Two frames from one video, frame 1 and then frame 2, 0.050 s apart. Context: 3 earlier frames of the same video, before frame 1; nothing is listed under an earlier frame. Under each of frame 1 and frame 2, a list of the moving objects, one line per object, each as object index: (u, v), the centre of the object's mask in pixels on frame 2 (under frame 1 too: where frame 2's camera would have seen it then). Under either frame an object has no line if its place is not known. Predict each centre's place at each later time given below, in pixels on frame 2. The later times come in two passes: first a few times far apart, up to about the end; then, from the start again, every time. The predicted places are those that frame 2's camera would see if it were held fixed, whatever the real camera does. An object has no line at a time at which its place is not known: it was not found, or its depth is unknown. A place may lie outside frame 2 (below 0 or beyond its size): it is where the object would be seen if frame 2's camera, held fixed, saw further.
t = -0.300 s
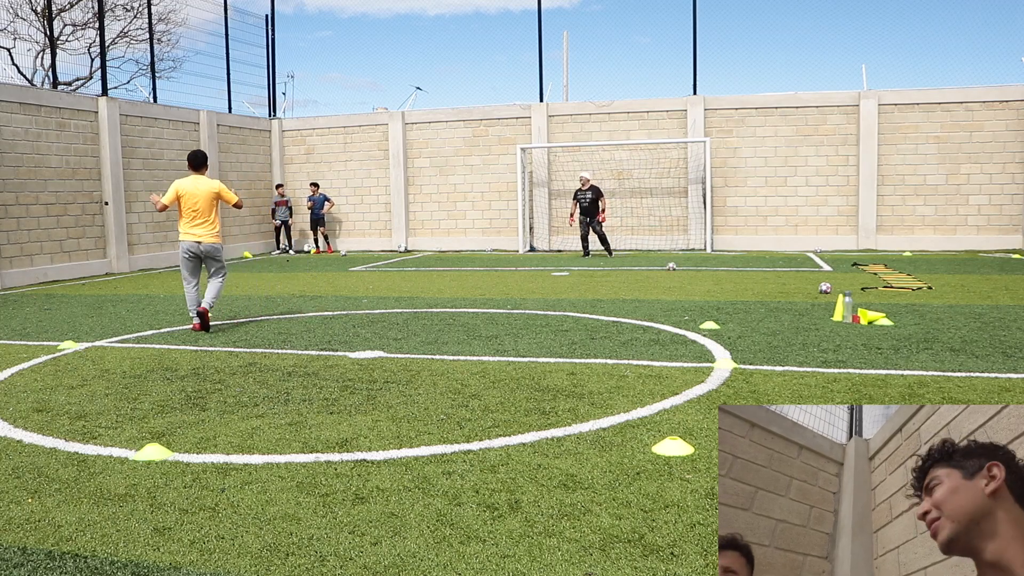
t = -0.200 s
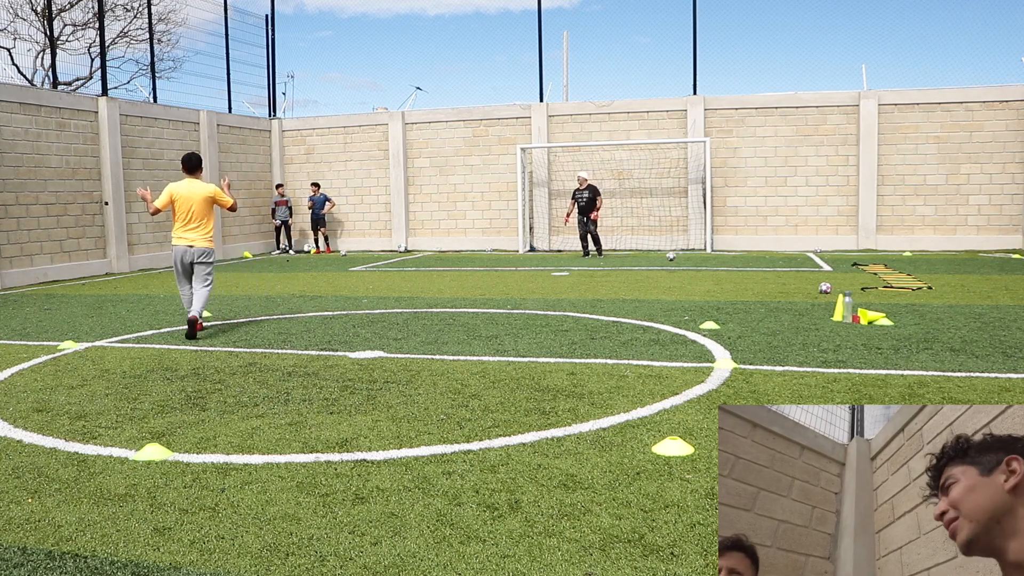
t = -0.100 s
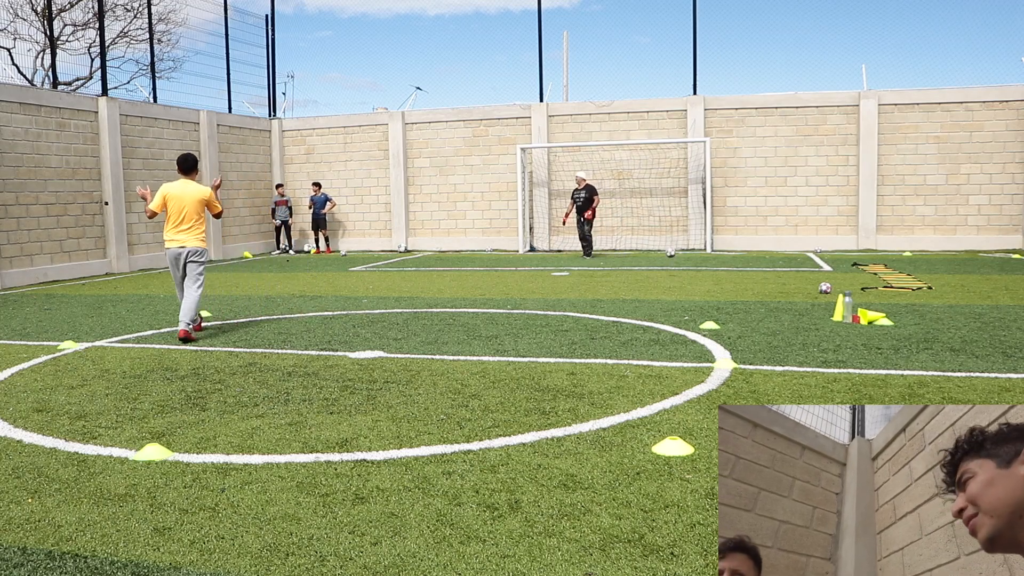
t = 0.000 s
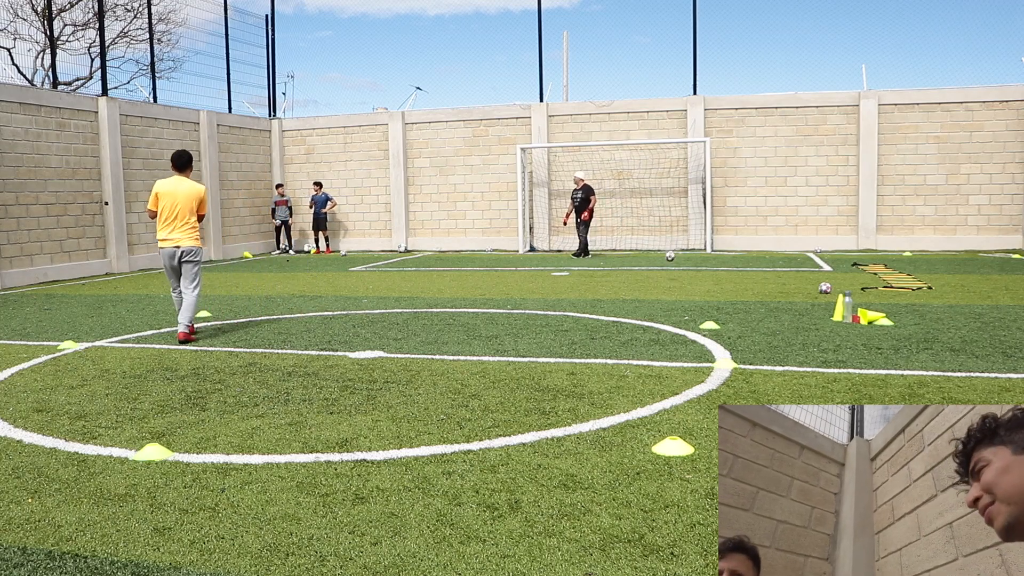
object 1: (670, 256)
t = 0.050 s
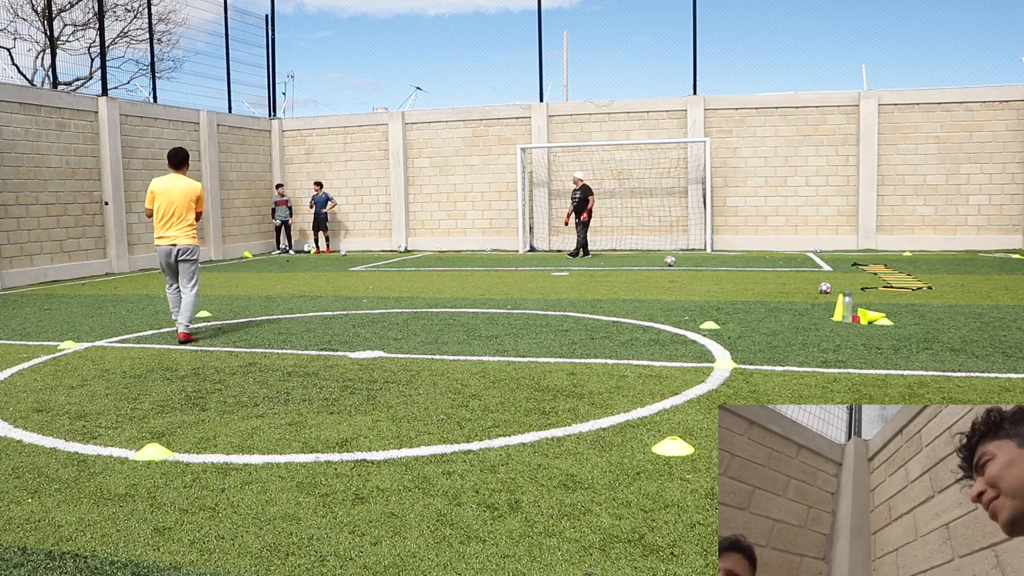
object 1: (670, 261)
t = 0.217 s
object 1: (669, 282)
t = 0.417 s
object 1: (669, 273)
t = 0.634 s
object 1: (669, 309)
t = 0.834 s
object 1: (668, 309)
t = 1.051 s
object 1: (666, 332)
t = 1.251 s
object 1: (663, 361)
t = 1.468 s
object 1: (662, 391)
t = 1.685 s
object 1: (657, 431)
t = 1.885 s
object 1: (647, 493)
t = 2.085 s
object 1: (628, 563)
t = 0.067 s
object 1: (670, 263)
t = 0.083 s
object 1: (670, 265)
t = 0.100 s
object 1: (670, 268)
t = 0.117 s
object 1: (670, 271)
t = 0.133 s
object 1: (669, 274)
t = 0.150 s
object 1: (669, 278)
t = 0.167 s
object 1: (669, 281)
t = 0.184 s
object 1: (669, 285)
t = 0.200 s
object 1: (669, 285)
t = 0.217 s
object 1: (669, 282)
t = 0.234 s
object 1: (669, 280)
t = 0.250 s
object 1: (669, 278)
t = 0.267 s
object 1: (669, 277)
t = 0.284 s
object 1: (669, 275)
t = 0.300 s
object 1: (669, 275)
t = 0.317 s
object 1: (669, 274)
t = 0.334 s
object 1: (669, 273)
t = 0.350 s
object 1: (669, 272)
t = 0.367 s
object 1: (669, 272)
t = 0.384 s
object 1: (669, 272)
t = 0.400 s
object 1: (669, 273)
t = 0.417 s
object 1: (669, 273)
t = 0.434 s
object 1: (669, 274)
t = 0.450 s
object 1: (669, 275)
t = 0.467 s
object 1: (669, 277)
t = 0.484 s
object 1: (669, 279)
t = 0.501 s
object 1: (669, 281)
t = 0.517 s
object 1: (669, 283)
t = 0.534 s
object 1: (669, 286)
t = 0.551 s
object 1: (669, 289)
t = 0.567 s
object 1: (669, 292)
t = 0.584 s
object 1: (669, 296)
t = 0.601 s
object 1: (669, 301)
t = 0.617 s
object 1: (669, 305)
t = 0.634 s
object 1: (669, 309)
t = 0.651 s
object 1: (669, 309)
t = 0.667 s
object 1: (669, 307)
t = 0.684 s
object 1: (669, 306)
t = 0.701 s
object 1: (668, 305)
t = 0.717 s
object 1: (668, 305)
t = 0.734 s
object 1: (668, 304)
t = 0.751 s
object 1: (668, 304)
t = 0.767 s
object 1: (668, 304)
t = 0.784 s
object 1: (668, 305)
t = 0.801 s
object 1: (668, 306)
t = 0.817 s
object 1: (668, 307)
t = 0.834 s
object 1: (668, 309)
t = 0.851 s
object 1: (668, 311)
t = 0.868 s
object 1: (667, 314)
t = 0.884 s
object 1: (667, 317)
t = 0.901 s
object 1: (667, 320)
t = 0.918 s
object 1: (667, 324)
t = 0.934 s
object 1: (666, 328)
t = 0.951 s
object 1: (666, 333)
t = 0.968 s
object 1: (666, 332)
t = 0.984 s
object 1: (666, 332)
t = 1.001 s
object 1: (666, 331)
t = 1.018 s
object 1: (666, 331)
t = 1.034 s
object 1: (666, 331)
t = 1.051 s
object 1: (666, 332)
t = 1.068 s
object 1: (665, 334)
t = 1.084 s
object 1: (665, 335)
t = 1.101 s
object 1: (665, 336)
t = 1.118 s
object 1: (665, 339)
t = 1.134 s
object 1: (665, 342)
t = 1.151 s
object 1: (664, 346)
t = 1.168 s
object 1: (664, 349)
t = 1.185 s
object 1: (664, 354)
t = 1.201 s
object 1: (664, 358)
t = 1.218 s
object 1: (664, 362)
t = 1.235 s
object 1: (664, 362)
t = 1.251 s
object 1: (663, 361)
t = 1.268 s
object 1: (663, 360)
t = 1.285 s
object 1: (663, 360)
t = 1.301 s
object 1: (663, 360)
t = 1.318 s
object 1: (663, 360)
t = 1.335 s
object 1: (663, 361)
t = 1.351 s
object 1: (663, 363)
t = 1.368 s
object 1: (663, 365)
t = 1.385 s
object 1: (663, 368)
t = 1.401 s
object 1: (663, 372)
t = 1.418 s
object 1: (663, 375)
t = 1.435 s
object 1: (663, 380)
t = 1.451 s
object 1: (662, 386)
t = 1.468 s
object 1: (662, 391)
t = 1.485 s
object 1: (662, 397)
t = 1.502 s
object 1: (662, 399)
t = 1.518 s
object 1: (662, 399)
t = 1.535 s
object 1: (662, 399)
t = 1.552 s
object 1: (661, 400)
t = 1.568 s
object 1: (661, 402)
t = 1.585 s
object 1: (660, 404)
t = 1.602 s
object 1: (660, 406)
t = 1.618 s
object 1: (659, 410)
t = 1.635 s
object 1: (659, 414)
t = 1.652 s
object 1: (659, 419)
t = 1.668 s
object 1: (658, 424)
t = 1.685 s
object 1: (657, 431)
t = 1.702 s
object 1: (657, 438)
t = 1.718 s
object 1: (656, 446)
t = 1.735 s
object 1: (655, 451)
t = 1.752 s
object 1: (654, 453)
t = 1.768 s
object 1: (654, 455)
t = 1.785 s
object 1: (653, 458)
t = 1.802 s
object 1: (652, 462)
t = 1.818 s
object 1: (651, 466)
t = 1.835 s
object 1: (650, 471)
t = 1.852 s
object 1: (649, 477)
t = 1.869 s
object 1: (649, 485)
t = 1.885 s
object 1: (647, 493)
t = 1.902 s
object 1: (646, 498)
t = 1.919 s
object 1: (645, 501)
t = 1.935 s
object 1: (644, 506)
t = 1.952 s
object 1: (642, 512)
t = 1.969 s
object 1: (641, 517)
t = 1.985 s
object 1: (639, 524)
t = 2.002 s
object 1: (637, 533)
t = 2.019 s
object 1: (635, 542)
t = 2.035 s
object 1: (634, 553)
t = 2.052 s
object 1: (631, 558)
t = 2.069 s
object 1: (630, 560)
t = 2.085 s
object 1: (628, 563)
